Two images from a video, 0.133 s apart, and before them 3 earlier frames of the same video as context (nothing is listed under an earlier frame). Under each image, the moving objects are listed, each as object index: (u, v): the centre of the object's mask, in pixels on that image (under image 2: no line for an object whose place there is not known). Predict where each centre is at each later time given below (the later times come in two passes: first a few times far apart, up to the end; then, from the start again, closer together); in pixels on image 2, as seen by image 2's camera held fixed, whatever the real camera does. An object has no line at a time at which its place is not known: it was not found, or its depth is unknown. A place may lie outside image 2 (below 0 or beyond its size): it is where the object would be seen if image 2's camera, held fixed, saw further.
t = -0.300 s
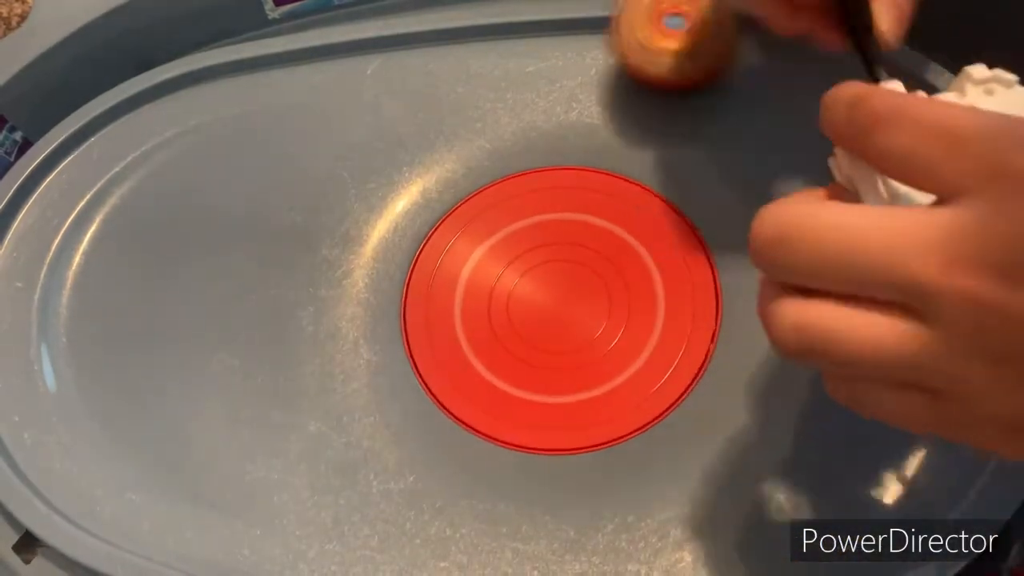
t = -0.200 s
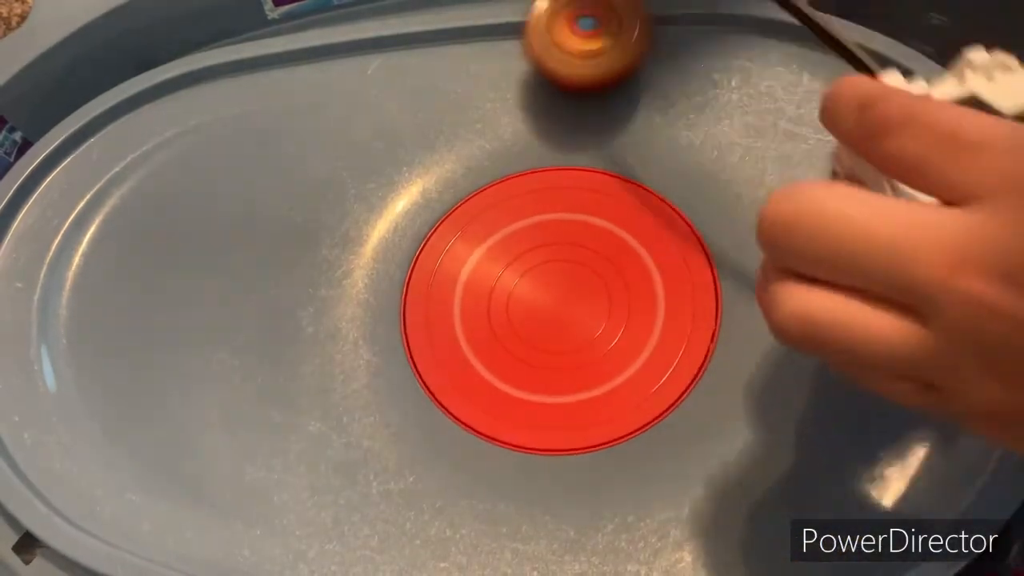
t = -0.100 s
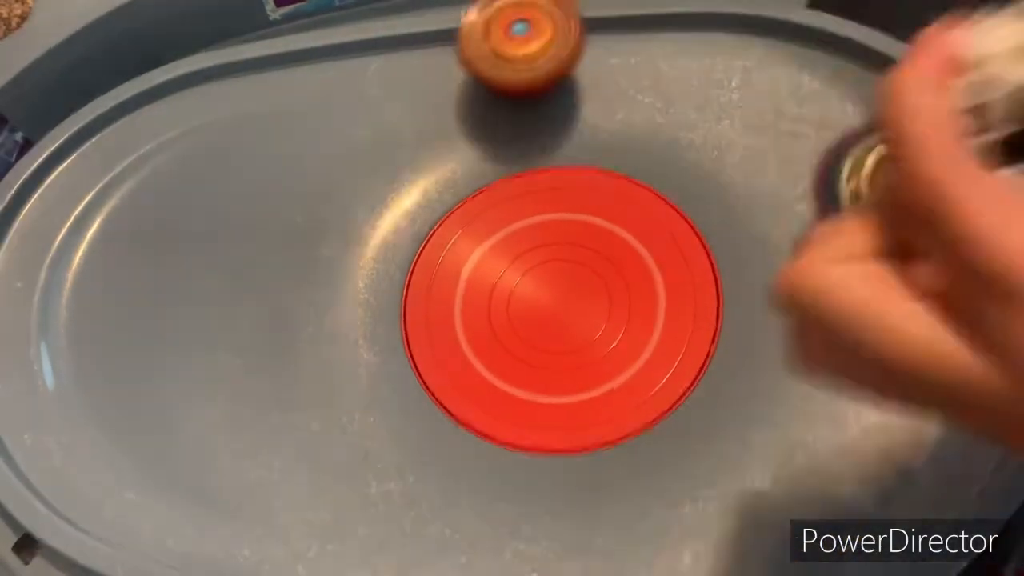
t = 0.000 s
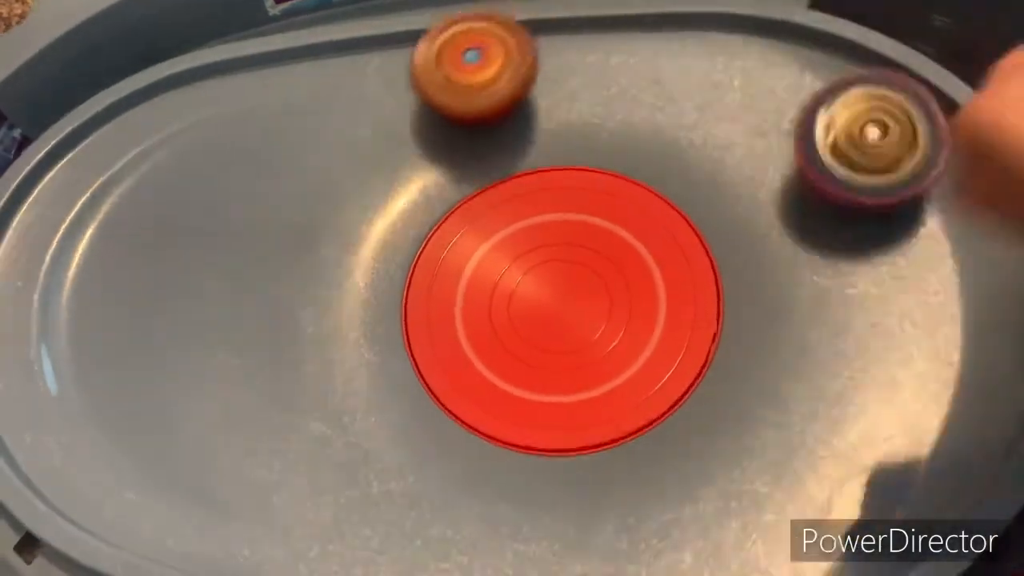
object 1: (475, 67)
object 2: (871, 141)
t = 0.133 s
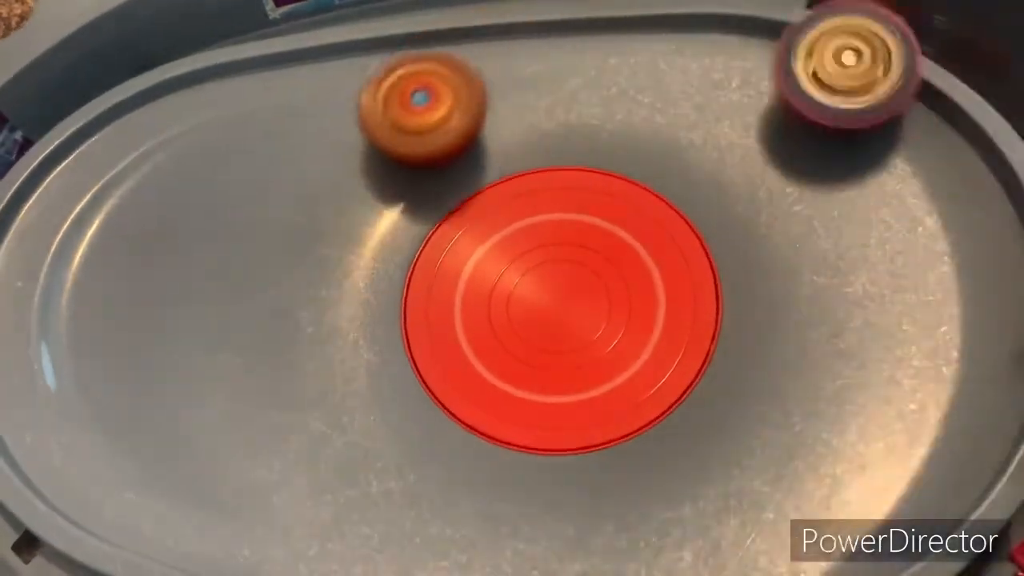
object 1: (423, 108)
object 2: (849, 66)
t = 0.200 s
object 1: (402, 140)
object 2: (824, 46)
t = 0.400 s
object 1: (409, 347)
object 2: (704, 49)
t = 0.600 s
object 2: (632, 154)
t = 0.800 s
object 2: (281, 192)
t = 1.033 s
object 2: (159, 416)
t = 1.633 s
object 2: (467, 267)
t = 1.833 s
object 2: (421, 294)
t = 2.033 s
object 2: (614, 412)
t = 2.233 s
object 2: (802, 198)
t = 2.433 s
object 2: (690, 12)
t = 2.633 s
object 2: (471, 93)
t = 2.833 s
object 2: (327, 243)
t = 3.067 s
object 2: (401, 489)
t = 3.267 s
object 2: (616, 507)
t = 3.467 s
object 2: (771, 366)
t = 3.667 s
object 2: (712, 174)
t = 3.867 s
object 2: (552, 166)
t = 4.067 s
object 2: (369, 399)
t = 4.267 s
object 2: (437, 524)
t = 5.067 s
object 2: (545, 156)
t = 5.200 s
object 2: (430, 185)
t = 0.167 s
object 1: (412, 123)
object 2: (840, 54)
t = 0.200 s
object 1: (402, 140)
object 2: (824, 46)
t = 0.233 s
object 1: (392, 161)
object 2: (802, 44)
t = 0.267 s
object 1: (385, 187)
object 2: (775, 43)
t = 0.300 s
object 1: (379, 220)
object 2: (754, 42)
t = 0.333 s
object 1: (378, 262)
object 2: (734, 42)
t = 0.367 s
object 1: (390, 306)
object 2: (717, 47)
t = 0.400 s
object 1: (409, 347)
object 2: (704, 49)
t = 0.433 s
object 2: (693, 55)
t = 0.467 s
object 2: (683, 67)
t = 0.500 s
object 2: (674, 83)
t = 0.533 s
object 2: (666, 119)
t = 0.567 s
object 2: (651, 135)
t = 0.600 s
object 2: (632, 154)
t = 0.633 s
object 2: (599, 192)
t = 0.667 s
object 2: (526, 167)
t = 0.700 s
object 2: (452, 151)
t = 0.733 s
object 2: (389, 168)
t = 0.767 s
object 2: (331, 178)
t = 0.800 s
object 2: (281, 192)
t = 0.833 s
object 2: (239, 209)
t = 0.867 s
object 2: (204, 230)
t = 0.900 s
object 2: (177, 257)
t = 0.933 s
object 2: (160, 289)
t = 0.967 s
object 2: (151, 326)
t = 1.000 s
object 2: (150, 370)
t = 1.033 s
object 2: (159, 416)
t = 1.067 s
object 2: (172, 466)
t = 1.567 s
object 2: (491, 316)
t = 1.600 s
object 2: (479, 287)
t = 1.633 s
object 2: (467, 267)
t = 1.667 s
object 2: (457, 253)
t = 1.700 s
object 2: (448, 268)
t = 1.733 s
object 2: (440, 246)
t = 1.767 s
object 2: (427, 261)
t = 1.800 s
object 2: (425, 269)
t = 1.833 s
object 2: (421, 294)
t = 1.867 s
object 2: (422, 345)
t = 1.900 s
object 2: (436, 379)
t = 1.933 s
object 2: (462, 403)
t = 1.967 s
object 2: (501, 418)
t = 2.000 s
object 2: (551, 424)
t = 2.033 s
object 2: (614, 412)
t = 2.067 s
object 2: (673, 393)
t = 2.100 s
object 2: (723, 362)
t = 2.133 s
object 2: (761, 328)
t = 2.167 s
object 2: (784, 287)
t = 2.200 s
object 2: (796, 242)
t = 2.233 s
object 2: (802, 198)
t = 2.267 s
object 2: (798, 154)
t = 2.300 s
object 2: (785, 110)
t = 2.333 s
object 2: (770, 67)
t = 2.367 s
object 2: (745, 63)
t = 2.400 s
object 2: (727, 21)
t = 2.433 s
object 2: (690, 12)
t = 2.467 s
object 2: (656, 20)
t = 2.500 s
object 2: (613, 58)
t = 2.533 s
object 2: (577, 67)
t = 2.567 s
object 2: (542, 74)
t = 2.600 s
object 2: (507, 81)
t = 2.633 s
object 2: (471, 93)
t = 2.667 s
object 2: (439, 108)
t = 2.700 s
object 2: (406, 129)
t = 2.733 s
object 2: (379, 153)
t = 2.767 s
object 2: (355, 182)
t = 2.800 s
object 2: (338, 210)
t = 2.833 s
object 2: (327, 243)
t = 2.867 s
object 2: (318, 281)
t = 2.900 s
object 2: (315, 322)
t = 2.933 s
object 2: (317, 365)
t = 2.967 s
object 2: (328, 403)
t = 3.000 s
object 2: (347, 443)
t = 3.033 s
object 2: (371, 473)
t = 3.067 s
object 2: (401, 489)
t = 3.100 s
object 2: (436, 500)
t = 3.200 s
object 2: (543, 512)
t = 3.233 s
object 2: (579, 511)
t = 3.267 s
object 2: (616, 507)
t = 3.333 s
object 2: (684, 490)
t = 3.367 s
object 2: (712, 473)
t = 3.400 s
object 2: (737, 430)
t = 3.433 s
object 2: (759, 399)
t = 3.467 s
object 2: (771, 366)
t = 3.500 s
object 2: (779, 328)
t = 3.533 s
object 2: (780, 294)
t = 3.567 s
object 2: (772, 258)
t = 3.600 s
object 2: (758, 225)
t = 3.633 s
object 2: (738, 199)
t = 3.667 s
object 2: (712, 174)
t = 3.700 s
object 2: (676, 155)
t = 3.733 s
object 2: (642, 143)
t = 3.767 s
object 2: (602, 136)
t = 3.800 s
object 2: (569, 134)
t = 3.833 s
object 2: (564, 147)
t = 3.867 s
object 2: (552, 166)
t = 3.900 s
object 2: (532, 186)
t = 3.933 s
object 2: (502, 211)
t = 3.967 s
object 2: (462, 246)
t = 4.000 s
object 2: (418, 294)
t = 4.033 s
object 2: (386, 338)
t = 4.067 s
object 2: (369, 399)
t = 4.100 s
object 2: (361, 443)
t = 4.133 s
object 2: (358, 472)
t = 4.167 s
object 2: (369, 494)
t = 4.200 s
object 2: (388, 508)
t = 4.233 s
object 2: (411, 517)
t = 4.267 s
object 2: (437, 524)
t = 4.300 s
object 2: (466, 530)
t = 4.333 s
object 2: (497, 535)
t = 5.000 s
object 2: (610, 162)
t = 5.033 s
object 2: (578, 156)
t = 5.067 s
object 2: (545, 156)
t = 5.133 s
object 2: (483, 171)
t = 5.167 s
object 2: (454, 165)
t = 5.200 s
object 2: (430, 185)
